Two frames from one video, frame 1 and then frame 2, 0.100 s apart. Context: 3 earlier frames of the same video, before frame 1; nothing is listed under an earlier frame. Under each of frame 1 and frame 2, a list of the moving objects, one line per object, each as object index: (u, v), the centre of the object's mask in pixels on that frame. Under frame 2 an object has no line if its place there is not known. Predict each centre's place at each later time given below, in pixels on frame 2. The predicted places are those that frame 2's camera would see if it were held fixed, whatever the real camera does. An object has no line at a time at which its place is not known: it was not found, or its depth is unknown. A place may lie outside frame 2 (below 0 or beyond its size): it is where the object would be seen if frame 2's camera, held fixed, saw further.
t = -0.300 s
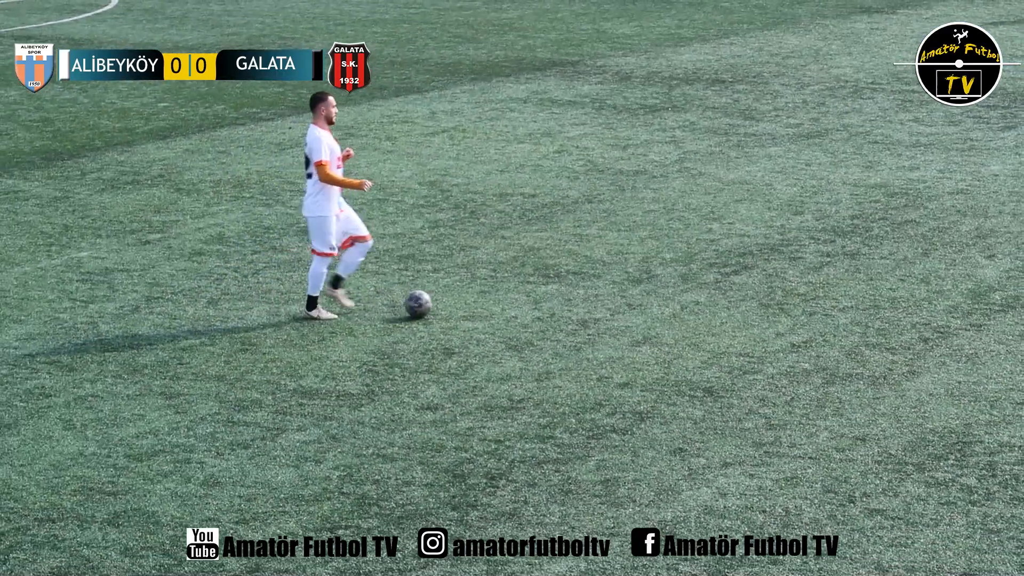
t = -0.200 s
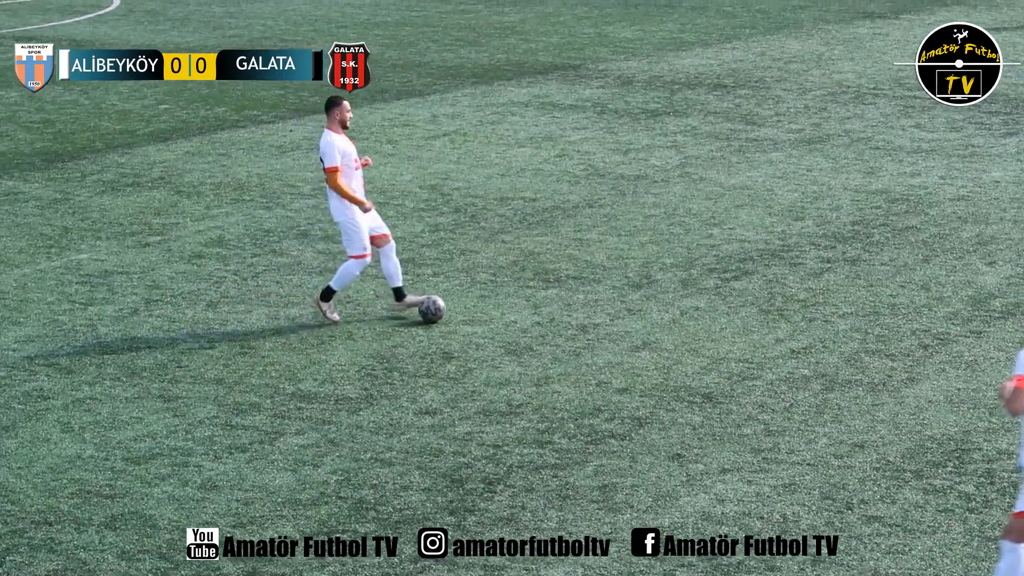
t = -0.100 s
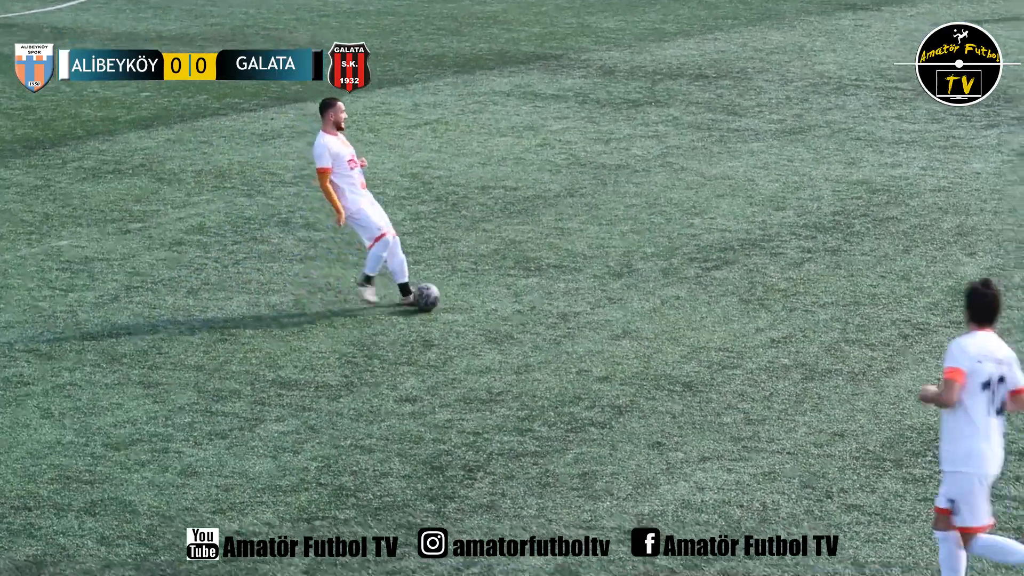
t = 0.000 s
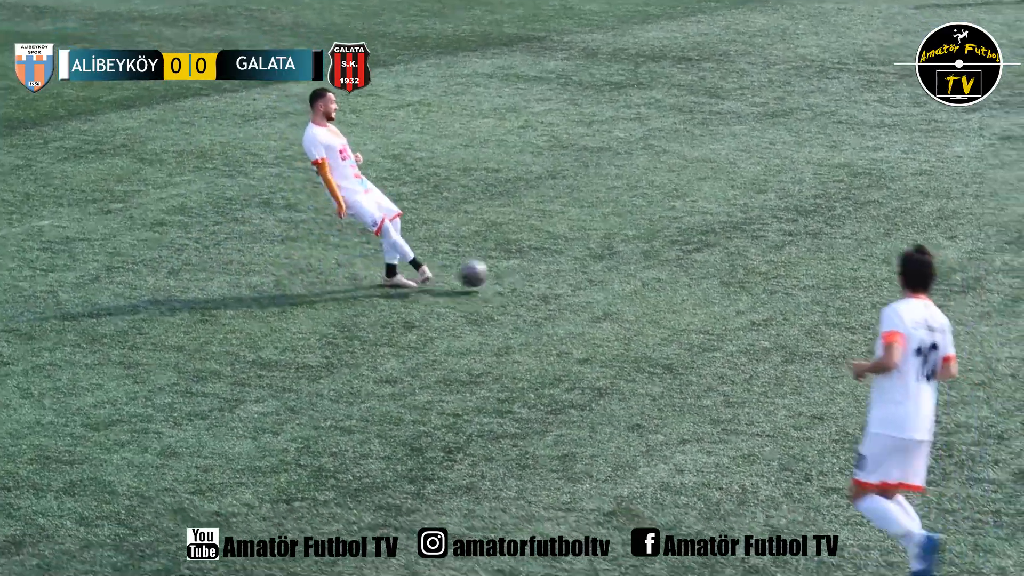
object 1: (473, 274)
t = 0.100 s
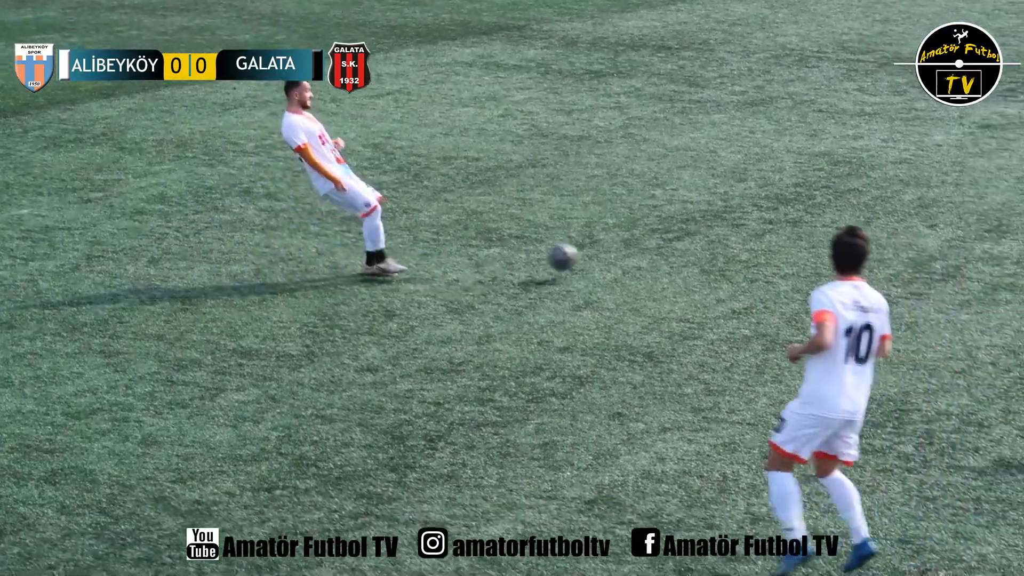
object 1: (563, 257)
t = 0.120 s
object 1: (584, 257)
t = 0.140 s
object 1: (606, 257)
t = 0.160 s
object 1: (627, 259)
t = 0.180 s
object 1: (649, 262)
